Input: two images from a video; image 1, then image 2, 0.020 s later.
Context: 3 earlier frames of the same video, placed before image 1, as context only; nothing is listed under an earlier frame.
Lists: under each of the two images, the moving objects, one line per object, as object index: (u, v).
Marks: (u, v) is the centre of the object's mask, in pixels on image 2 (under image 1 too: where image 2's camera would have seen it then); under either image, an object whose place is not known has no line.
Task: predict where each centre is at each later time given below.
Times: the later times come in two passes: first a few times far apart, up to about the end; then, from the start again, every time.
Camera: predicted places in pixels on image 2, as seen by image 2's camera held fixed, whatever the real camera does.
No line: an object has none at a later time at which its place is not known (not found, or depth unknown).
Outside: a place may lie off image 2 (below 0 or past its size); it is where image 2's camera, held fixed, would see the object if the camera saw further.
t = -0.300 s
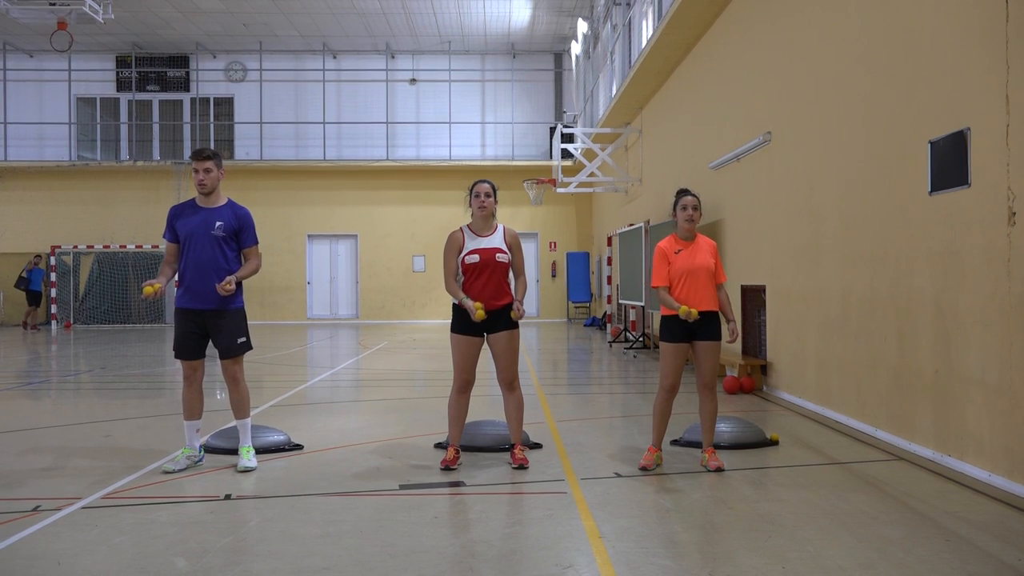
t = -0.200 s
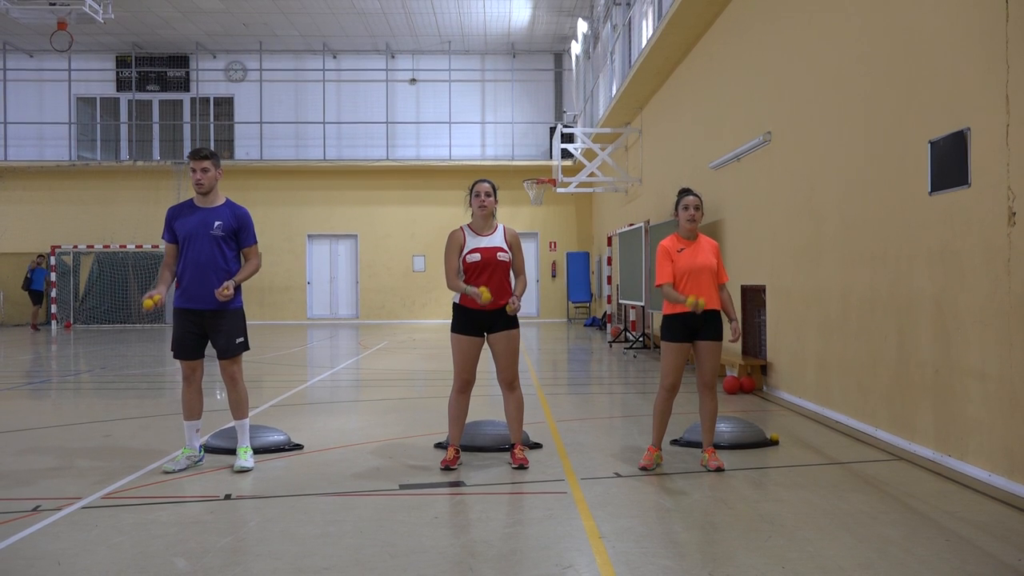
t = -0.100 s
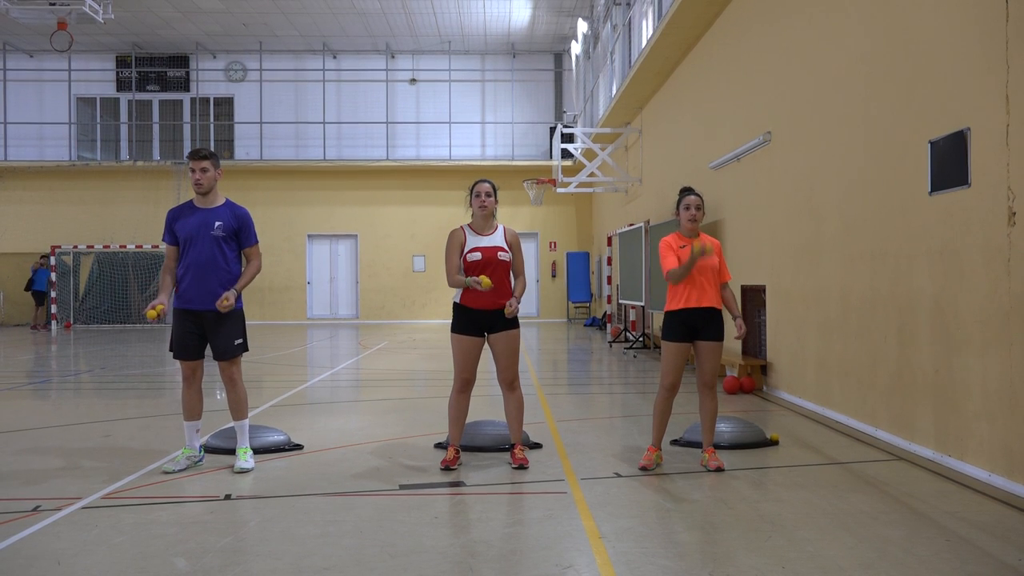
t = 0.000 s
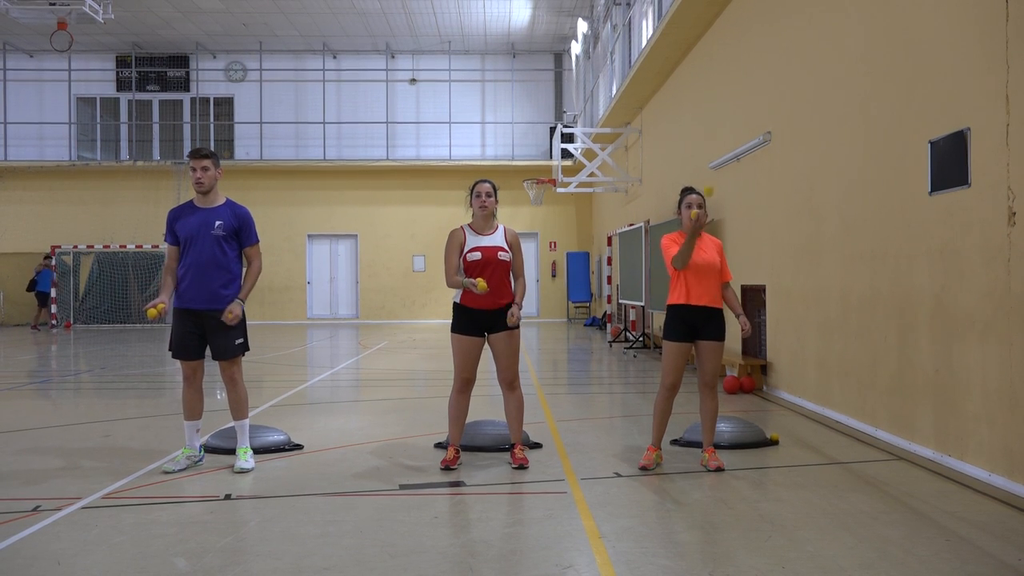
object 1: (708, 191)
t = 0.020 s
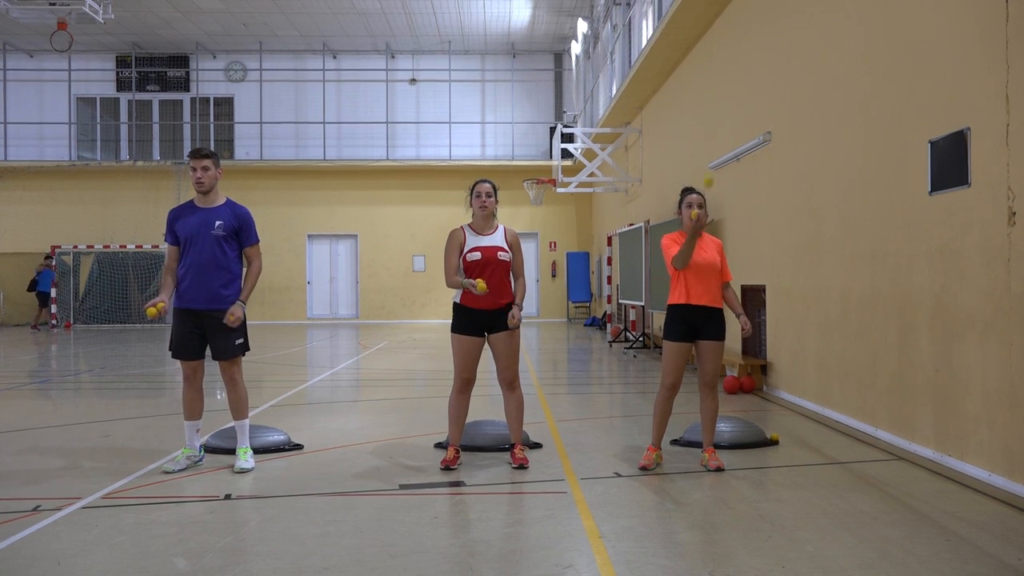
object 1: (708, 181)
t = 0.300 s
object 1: (706, 128)
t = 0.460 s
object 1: (706, 162)
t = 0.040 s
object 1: (708, 172)
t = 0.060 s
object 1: (707, 165)
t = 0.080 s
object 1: (707, 158)
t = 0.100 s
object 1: (708, 151)
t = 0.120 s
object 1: (707, 146)
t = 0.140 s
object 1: (707, 141)
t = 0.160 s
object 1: (707, 136)
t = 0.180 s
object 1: (707, 133)
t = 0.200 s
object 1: (706, 130)
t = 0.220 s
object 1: (706, 128)
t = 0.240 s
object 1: (706, 127)
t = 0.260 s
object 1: (706, 127)
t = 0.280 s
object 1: (706, 126)
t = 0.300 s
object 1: (706, 128)
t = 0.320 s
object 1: (706, 130)
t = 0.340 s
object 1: (706, 132)
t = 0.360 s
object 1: (706, 135)
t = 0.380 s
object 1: (706, 139)
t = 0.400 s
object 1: (706, 144)
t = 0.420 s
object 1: (706, 149)
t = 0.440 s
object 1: (706, 156)
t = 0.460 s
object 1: (706, 162)
